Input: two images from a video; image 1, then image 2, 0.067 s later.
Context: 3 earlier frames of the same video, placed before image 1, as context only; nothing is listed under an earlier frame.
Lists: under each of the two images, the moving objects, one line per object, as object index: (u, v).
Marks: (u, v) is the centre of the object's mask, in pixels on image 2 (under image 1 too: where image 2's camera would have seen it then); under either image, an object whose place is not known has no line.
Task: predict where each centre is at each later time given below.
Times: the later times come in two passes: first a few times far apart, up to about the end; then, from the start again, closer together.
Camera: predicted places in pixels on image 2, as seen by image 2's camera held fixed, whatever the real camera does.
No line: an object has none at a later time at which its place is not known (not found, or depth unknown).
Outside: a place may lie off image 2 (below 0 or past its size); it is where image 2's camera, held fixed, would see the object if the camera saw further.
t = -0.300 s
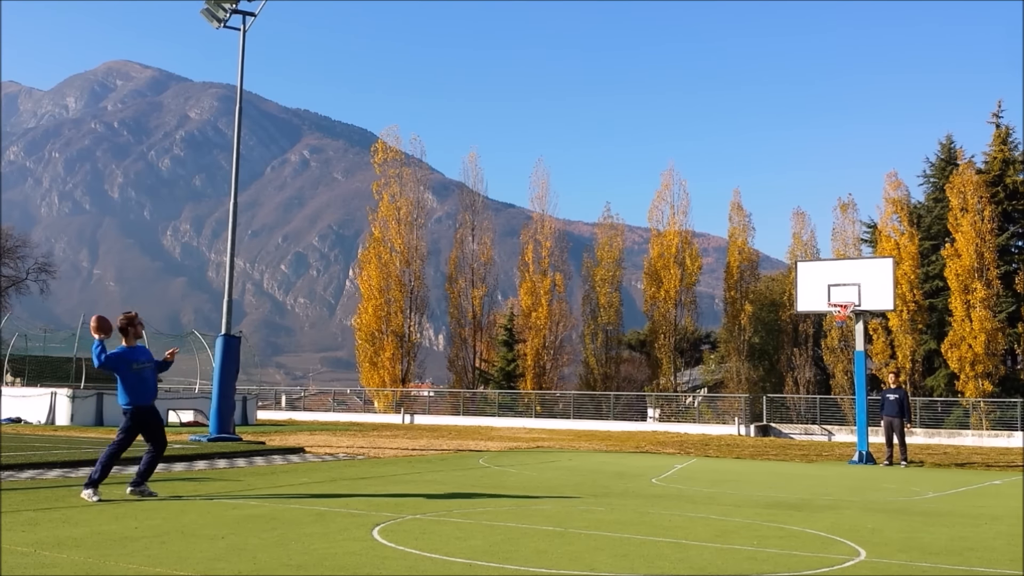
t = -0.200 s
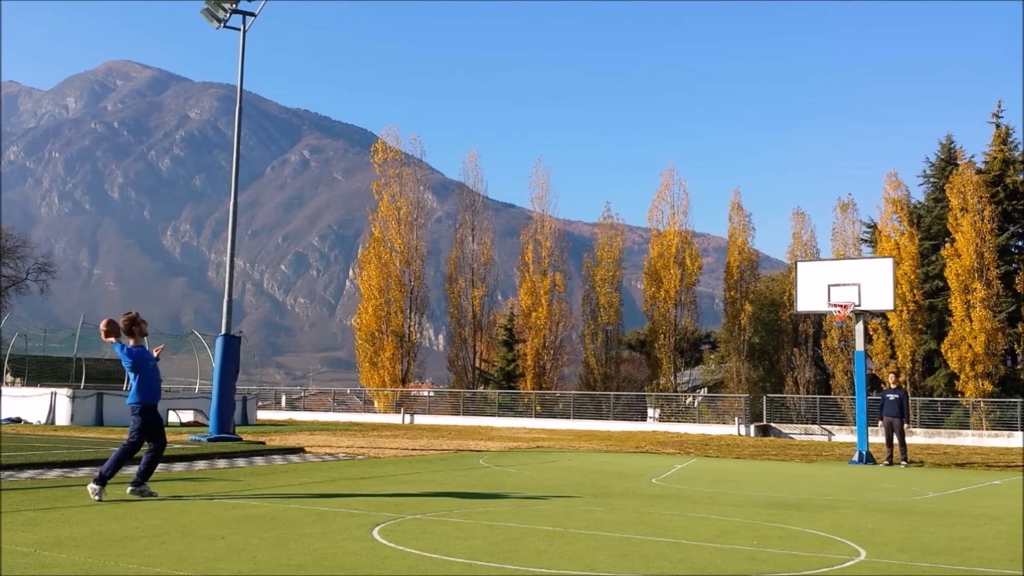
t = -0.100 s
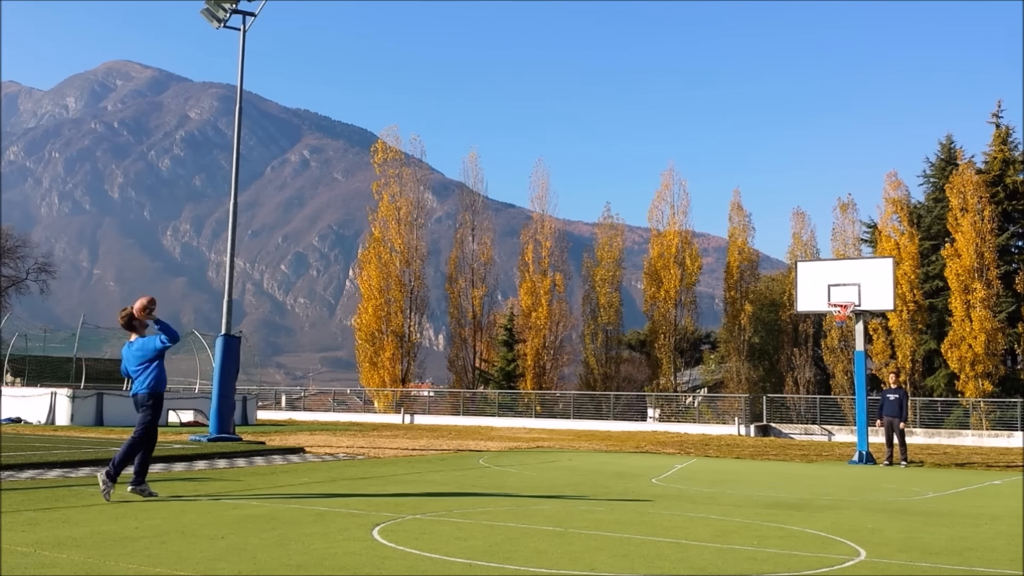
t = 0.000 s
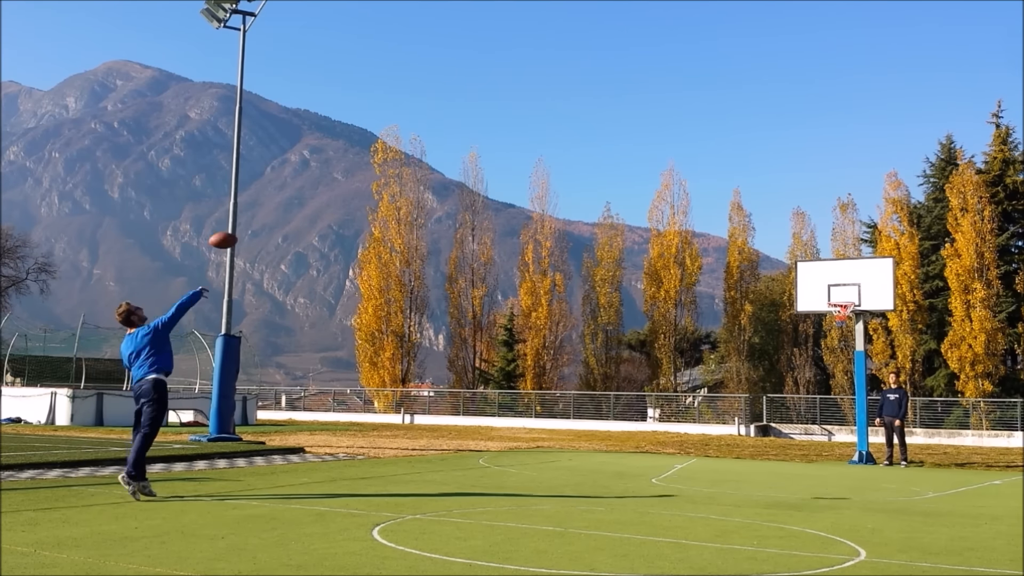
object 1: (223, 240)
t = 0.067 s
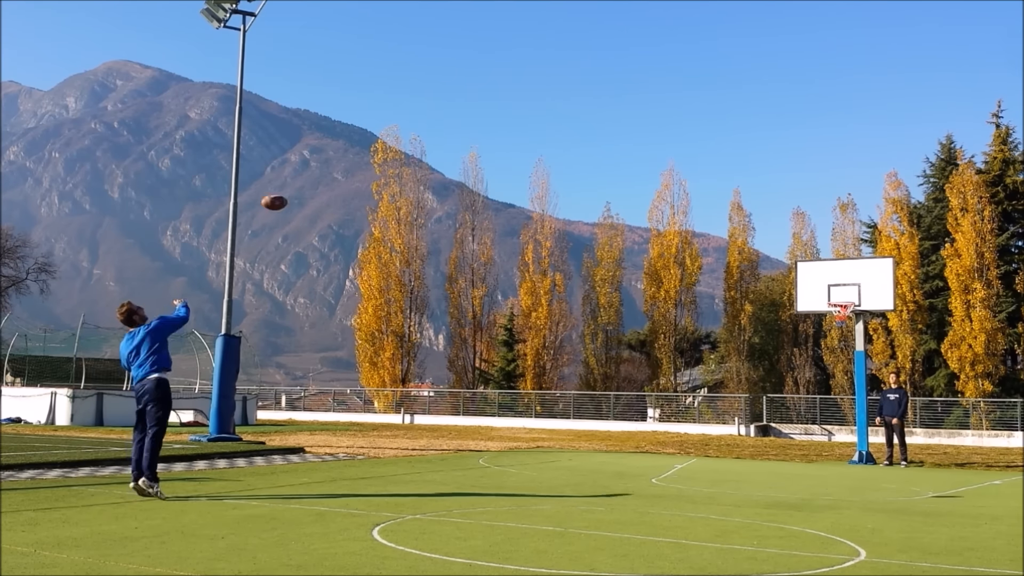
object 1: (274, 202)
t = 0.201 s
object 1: (364, 144)
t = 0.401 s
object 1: (476, 97)
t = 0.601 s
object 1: (567, 84)
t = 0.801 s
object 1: (643, 99)
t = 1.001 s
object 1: (708, 134)
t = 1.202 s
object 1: (764, 186)
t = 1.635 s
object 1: (833, 328)
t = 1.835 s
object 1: (800, 387)
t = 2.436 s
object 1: (757, 392)
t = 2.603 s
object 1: (753, 388)
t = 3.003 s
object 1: (741, 435)
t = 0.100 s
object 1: (298, 185)
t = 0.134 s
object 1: (321, 170)
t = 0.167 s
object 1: (343, 156)
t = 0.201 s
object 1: (364, 144)
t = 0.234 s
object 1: (385, 133)
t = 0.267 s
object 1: (404, 124)
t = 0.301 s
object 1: (423, 115)
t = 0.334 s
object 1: (441, 108)
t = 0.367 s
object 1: (459, 102)
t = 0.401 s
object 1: (476, 97)
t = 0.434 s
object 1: (492, 93)
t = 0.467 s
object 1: (508, 89)
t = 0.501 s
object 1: (523, 86)
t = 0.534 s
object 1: (538, 85)
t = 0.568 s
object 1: (553, 84)
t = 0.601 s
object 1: (567, 84)
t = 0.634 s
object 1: (580, 85)
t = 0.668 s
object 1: (594, 86)
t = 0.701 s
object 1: (607, 88)
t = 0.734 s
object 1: (619, 92)
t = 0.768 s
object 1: (631, 95)
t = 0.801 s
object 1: (643, 99)
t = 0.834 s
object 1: (654, 103)
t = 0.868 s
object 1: (666, 108)
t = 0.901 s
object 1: (676, 114)
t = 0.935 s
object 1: (687, 121)
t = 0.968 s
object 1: (698, 127)
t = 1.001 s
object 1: (708, 134)
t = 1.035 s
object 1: (718, 142)
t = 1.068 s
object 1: (728, 150)
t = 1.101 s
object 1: (737, 159)
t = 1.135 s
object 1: (746, 167)
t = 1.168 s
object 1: (755, 176)
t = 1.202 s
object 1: (764, 186)
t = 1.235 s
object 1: (773, 196)
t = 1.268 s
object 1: (781, 207)
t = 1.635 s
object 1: (833, 328)
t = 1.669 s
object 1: (827, 336)
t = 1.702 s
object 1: (822, 345)
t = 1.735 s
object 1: (817, 355)
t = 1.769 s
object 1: (810, 364)
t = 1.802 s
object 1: (806, 375)
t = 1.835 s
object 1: (800, 387)
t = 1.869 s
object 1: (796, 397)
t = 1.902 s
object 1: (792, 410)
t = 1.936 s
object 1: (786, 422)
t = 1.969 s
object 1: (782, 436)
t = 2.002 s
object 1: (777, 450)
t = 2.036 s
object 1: (774, 456)
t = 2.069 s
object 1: (772, 448)
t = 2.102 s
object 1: (771, 439)
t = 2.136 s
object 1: (768, 432)
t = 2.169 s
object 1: (768, 426)
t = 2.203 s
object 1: (766, 419)
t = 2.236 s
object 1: (765, 414)
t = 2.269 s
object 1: (764, 408)
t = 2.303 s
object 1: (763, 403)
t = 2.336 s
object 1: (762, 400)
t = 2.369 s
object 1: (761, 396)
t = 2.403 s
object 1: (759, 394)
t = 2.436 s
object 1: (757, 392)
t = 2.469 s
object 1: (757, 389)
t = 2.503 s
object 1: (756, 389)
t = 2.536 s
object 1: (754, 388)
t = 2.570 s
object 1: (754, 388)
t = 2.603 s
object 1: (753, 388)
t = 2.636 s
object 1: (751, 389)
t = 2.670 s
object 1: (750, 390)
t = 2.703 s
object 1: (749, 392)
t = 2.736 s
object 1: (748, 395)
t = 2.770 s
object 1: (747, 399)
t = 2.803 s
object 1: (746, 402)
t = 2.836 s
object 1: (745, 406)
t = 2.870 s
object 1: (744, 412)
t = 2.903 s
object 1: (743, 416)
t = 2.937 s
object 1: (743, 421)
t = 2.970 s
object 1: (741, 429)
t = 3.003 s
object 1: (741, 435)
